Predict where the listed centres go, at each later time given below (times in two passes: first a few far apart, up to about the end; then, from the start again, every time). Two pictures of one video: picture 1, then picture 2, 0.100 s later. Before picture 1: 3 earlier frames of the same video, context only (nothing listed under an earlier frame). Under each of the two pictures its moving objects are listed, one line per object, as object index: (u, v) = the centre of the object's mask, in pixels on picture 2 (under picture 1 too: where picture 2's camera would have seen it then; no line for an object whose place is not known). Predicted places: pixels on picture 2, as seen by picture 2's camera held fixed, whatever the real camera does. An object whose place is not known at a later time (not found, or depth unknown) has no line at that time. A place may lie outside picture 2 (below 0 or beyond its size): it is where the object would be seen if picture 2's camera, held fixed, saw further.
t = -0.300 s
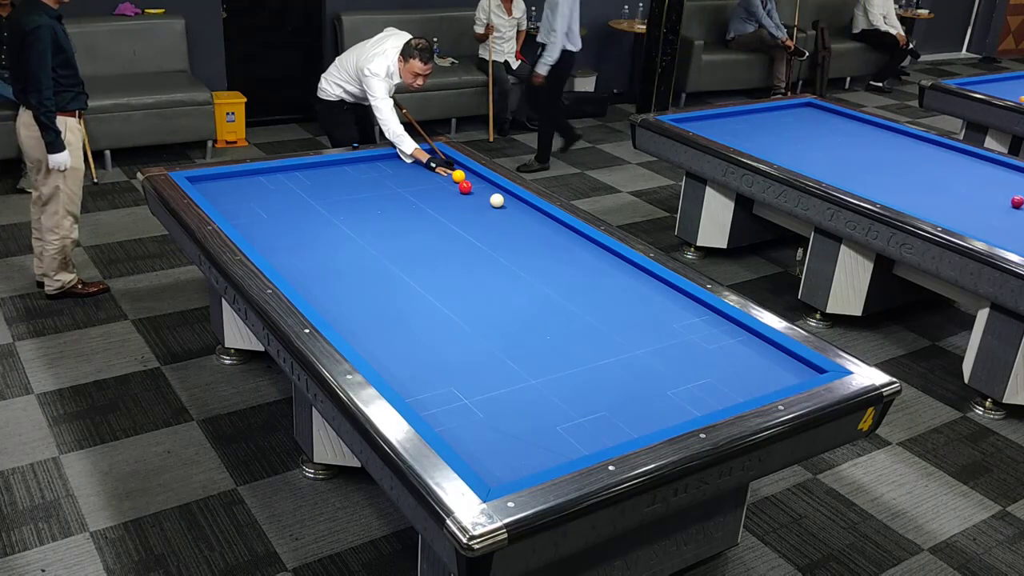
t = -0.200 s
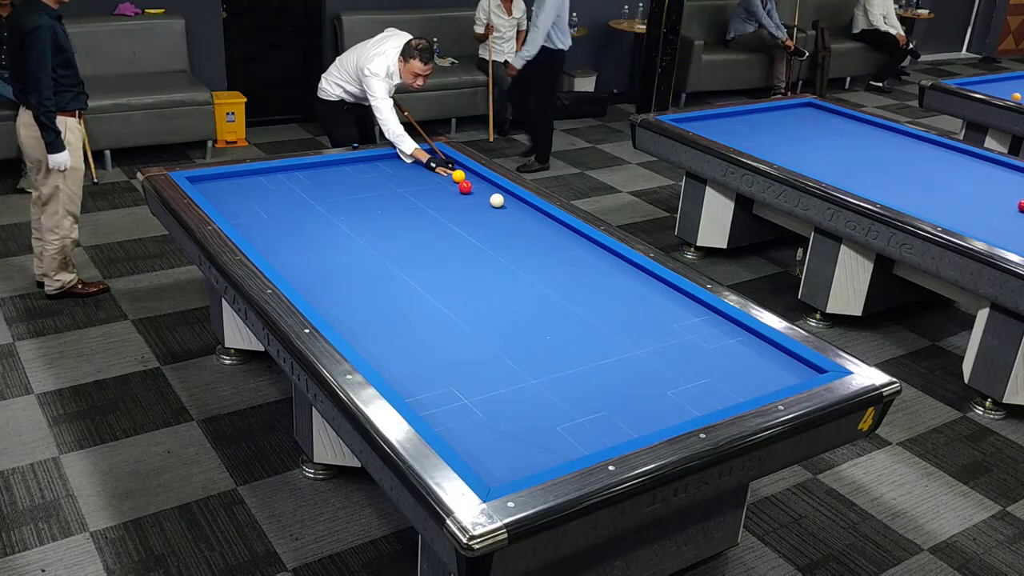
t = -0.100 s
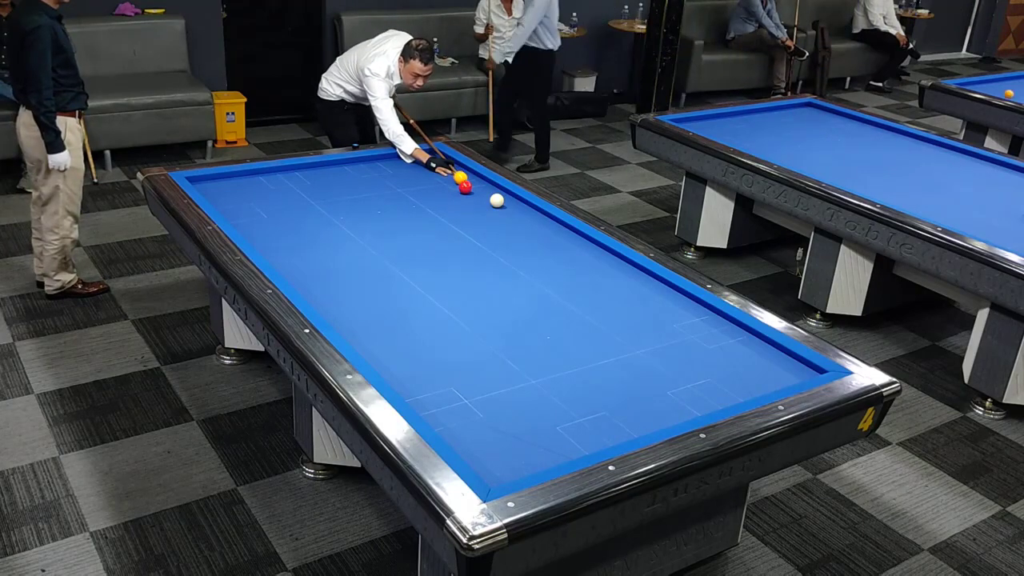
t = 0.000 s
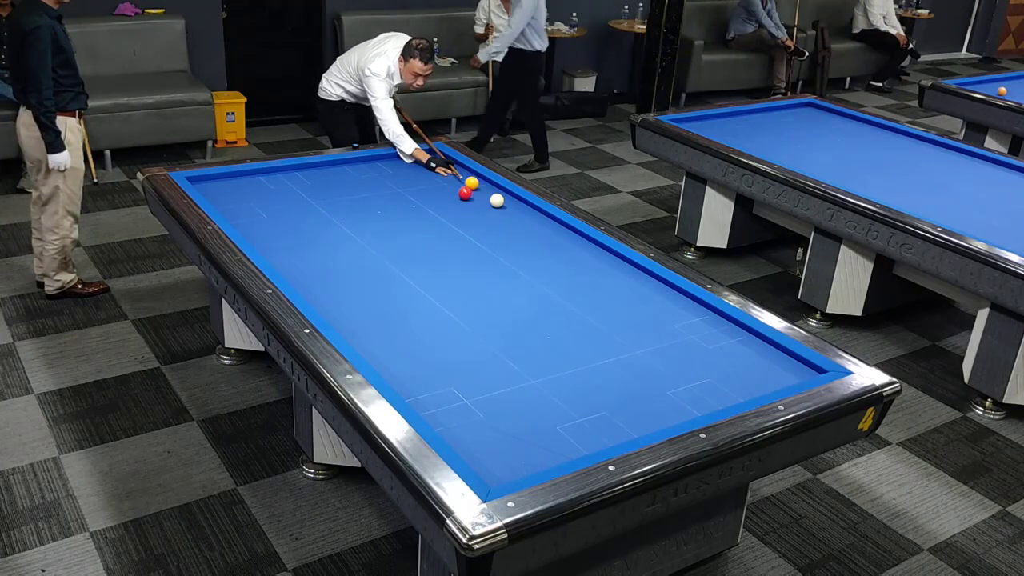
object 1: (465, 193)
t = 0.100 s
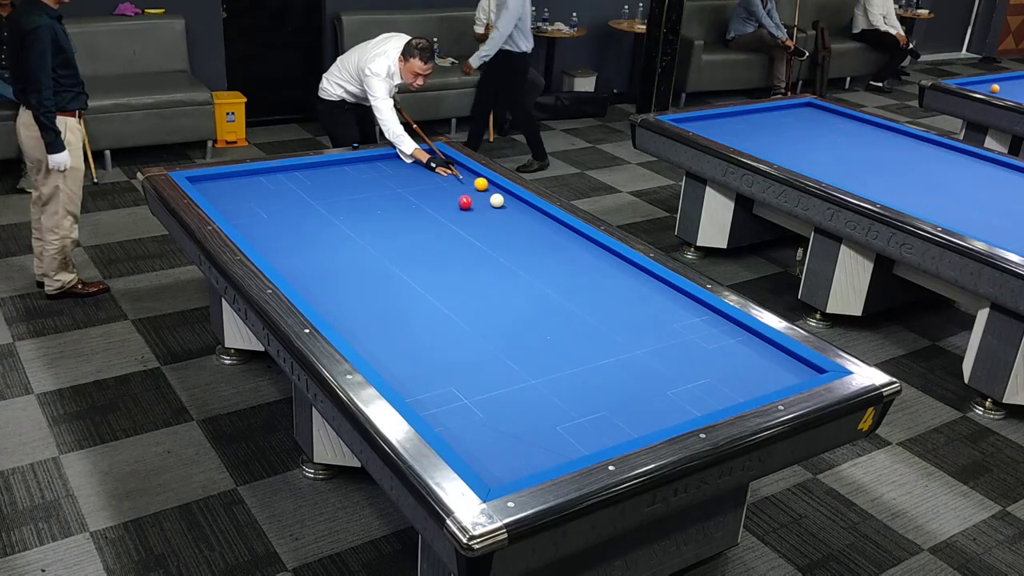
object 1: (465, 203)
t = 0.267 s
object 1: (464, 217)
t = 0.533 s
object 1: (464, 240)
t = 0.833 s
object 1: (463, 270)
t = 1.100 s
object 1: (463, 300)
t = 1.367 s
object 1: (462, 334)
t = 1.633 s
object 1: (461, 372)
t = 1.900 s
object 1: (460, 415)
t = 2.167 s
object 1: (482, 454)
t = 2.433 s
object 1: (518, 462)
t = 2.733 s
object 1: (519, 432)
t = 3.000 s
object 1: (520, 407)
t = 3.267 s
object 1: (521, 387)
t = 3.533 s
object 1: (522, 368)
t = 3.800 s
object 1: (522, 352)
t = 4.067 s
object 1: (523, 337)
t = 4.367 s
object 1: (524, 321)
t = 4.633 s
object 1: (525, 309)
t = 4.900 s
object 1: (525, 297)
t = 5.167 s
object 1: (525, 287)
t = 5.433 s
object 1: (526, 277)
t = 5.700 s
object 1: (527, 268)
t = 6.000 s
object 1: (527, 258)
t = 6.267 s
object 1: (528, 251)
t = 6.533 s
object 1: (529, 243)
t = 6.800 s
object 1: (530, 237)
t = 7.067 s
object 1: (530, 231)
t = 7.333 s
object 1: (531, 225)
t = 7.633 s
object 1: (532, 219)
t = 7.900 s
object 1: (532, 214)
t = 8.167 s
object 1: (533, 210)
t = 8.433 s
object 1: (527, 207)
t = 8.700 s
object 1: (520, 205)
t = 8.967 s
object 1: (517, 204)
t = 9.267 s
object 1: (515, 203)
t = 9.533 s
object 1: (514, 202)
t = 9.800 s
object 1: (512, 202)
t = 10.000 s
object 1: (513, 202)
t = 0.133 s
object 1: (465, 206)
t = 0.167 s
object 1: (464, 209)
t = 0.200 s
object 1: (464, 212)
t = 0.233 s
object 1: (465, 214)
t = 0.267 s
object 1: (464, 217)
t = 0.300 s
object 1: (464, 220)
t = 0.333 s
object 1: (465, 223)
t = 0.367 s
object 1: (464, 226)
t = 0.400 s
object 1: (464, 228)
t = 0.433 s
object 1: (464, 231)
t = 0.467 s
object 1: (464, 234)
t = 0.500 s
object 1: (464, 238)
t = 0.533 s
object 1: (464, 240)
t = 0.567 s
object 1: (464, 244)
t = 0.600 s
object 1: (464, 247)
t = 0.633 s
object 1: (464, 250)
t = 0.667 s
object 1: (464, 253)
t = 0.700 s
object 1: (464, 257)
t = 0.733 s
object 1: (464, 260)
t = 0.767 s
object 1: (464, 264)
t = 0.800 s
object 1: (464, 267)
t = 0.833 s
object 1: (463, 270)
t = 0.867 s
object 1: (463, 274)
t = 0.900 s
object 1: (463, 278)
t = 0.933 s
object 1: (463, 281)
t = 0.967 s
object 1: (463, 285)
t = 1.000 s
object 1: (463, 288)
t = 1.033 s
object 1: (463, 292)
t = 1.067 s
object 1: (463, 296)
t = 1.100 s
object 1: (463, 300)
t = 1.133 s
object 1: (463, 304)
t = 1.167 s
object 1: (463, 308)
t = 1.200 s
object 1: (462, 312)
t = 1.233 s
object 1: (462, 316)
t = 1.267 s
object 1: (462, 321)
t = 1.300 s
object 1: (462, 325)
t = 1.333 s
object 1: (462, 329)
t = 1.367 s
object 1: (462, 334)
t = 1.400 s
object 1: (462, 338)
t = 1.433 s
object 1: (462, 343)
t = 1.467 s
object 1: (462, 347)
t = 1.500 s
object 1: (462, 352)
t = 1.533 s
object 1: (462, 357)
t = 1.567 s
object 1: (462, 362)
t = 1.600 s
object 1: (461, 367)
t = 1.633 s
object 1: (461, 372)
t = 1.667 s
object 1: (461, 377)
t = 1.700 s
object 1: (461, 382)
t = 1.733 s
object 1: (461, 387)
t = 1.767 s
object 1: (461, 393)
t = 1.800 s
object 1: (461, 398)
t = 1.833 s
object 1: (460, 404)
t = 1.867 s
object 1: (460, 410)
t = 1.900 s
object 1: (460, 415)
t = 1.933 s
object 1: (460, 421)
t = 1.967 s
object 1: (460, 428)
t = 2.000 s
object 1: (460, 434)
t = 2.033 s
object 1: (460, 440)
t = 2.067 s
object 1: (461, 445)
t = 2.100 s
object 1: (467, 448)
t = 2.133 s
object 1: (474, 451)
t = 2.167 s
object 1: (482, 454)
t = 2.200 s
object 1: (488, 457)
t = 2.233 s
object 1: (495, 461)
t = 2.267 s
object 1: (502, 463)
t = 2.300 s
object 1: (509, 467)
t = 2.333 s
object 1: (515, 469)
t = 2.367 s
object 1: (518, 468)
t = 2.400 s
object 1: (518, 465)
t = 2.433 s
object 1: (518, 462)
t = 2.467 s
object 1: (518, 458)
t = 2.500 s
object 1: (518, 455)
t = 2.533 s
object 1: (518, 451)
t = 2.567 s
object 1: (518, 448)
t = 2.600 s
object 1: (518, 445)
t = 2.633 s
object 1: (518, 442)
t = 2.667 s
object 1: (518, 438)
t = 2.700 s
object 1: (518, 435)
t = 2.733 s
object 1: (519, 432)
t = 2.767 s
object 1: (519, 429)
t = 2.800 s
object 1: (519, 426)
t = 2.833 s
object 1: (519, 424)
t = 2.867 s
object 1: (519, 418)
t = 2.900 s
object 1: (519, 415)
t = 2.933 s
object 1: (519, 412)
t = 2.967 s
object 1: (519, 409)
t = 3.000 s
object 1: (520, 407)
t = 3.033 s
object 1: (520, 404)
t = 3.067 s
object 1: (520, 402)
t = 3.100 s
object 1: (520, 399)
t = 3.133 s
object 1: (520, 396)
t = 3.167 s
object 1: (520, 394)
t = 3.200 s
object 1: (520, 392)
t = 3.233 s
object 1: (521, 389)
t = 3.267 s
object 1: (521, 387)
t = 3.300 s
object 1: (521, 384)
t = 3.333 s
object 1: (521, 382)
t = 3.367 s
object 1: (521, 380)
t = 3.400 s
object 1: (521, 377)
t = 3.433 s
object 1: (521, 375)
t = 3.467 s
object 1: (521, 373)
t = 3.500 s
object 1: (521, 370)
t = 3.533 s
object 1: (522, 368)
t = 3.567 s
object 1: (522, 366)
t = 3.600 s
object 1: (522, 364)
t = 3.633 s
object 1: (522, 362)
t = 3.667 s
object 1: (522, 360)
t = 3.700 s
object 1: (522, 358)
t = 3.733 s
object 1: (522, 356)
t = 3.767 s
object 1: (522, 354)
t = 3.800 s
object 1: (522, 352)
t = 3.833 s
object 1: (522, 350)
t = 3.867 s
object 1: (522, 348)
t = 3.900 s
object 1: (522, 346)
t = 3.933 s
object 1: (523, 344)
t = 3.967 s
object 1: (523, 342)
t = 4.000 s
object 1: (523, 340)
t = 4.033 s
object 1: (523, 339)
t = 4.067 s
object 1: (523, 337)
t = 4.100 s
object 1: (523, 335)
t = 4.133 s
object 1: (523, 333)
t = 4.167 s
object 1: (523, 331)
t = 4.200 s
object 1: (524, 330)
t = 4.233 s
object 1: (524, 328)
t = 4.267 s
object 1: (524, 326)
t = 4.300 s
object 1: (524, 325)
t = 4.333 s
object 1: (524, 323)
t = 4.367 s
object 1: (524, 321)
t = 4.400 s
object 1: (524, 320)
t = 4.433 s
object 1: (524, 318)
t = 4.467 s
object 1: (524, 317)
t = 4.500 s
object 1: (524, 315)
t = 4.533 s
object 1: (524, 313)
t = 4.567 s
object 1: (524, 312)
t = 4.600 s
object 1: (524, 310)
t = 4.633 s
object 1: (525, 309)
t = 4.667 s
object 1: (525, 307)
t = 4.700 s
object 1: (525, 306)
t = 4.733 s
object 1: (525, 304)
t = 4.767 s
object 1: (525, 303)
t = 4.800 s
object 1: (525, 301)
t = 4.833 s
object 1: (525, 300)
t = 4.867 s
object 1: (525, 299)
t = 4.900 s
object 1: (525, 297)
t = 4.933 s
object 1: (525, 296)
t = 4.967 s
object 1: (525, 294)
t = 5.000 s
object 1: (525, 293)
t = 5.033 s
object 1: (525, 292)
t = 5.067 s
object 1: (525, 291)
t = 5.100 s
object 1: (525, 289)
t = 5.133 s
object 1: (525, 288)
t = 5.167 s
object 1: (525, 287)
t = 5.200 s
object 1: (526, 285)
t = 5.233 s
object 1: (526, 284)
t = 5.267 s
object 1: (526, 283)
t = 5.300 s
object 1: (526, 281)
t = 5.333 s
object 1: (526, 280)
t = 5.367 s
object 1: (526, 279)
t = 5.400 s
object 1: (526, 278)
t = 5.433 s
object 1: (526, 277)
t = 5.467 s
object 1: (526, 276)
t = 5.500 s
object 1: (526, 274)
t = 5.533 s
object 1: (526, 273)
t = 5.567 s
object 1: (526, 272)
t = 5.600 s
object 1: (526, 271)
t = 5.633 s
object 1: (526, 270)
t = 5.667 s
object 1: (527, 269)
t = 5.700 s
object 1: (527, 268)
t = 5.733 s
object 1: (527, 267)
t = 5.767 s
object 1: (527, 266)
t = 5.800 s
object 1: (527, 265)
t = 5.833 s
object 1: (527, 264)
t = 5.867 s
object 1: (527, 262)
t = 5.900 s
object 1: (527, 261)
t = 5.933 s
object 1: (527, 260)
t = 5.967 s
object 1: (527, 259)
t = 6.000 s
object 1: (527, 258)
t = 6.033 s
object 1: (527, 257)
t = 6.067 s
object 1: (528, 256)
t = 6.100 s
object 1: (528, 256)
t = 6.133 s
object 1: (528, 254)
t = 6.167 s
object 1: (528, 253)
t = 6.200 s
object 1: (528, 253)
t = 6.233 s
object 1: (528, 252)
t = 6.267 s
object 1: (528, 251)
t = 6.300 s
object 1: (528, 250)
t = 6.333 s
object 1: (528, 249)
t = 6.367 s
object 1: (528, 248)
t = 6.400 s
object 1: (528, 247)
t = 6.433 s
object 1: (529, 246)
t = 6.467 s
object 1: (529, 245)
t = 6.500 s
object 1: (529, 244)
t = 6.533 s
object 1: (529, 243)
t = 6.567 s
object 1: (529, 243)
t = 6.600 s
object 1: (529, 242)
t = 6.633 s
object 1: (529, 241)
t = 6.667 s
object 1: (529, 240)
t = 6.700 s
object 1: (529, 239)
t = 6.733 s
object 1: (530, 238)
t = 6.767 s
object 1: (530, 238)
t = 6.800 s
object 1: (530, 237)
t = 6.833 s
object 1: (530, 236)
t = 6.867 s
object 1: (530, 235)
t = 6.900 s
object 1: (530, 235)
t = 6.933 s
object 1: (530, 234)
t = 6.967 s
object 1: (530, 233)
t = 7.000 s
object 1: (530, 232)
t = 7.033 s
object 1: (530, 231)
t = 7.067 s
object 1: (530, 231)
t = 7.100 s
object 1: (531, 230)
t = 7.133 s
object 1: (531, 229)
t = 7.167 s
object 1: (531, 229)
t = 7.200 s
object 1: (531, 228)
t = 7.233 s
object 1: (531, 227)
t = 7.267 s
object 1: (531, 227)
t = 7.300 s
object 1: (531, 226)
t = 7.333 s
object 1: (531, 225)
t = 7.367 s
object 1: (531, 225)
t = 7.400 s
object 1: (531, 224)
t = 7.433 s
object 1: (531, 223)
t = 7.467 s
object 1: (532, 223)
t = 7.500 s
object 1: (532, 222)
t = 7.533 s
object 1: (532, 221)
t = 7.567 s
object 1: (532, 220)
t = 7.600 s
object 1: (532, 220)
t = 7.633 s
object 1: (532, 219)
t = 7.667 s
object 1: (532, 219)
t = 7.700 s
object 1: (532, 218)
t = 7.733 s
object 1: (532, 217)
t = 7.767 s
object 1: (532, 217)
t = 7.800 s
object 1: (532, 216)
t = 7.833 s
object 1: (532, 216)
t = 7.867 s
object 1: (532, 215)
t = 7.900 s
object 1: (532, 214)
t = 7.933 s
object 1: (533, 214)
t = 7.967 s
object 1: (532, 213)
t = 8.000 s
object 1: (532, 213)
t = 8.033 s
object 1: (532, 212)
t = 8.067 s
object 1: (533, 212)
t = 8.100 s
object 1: (533, 211)
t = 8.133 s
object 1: (533, 211)
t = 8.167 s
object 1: (533, 210)
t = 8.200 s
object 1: (533, 209)
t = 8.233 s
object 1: (533, 209)
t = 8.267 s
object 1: (532, 209)
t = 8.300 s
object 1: (532, 208)
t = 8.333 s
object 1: (531, 208)
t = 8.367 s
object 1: (530, 208)
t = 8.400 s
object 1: (528, 207)
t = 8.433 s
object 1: (527, 207)
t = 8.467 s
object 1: (526, 207)
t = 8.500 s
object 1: (525, 206)
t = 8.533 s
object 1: (525, 206)
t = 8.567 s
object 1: (523, 206)
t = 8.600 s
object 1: (523, 206)
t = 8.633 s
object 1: (522, 206)
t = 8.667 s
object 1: (521, 205)
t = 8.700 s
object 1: (520, 205)
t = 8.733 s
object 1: (519, 205)
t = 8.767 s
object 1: (519, 205)
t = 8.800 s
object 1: (518, 205)
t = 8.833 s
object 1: (518, 204)
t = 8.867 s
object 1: (518, 204)
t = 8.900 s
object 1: (518, 204)
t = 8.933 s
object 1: (518, 204)
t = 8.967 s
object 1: (517, 204)
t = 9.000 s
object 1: (517, 204)
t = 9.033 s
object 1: (517, 204)
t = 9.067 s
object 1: (517, 203)
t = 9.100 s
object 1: (516, 203)
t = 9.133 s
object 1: (516, 203)
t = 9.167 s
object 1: (516, 203)
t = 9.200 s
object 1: (516, 203)
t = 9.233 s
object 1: (515, 203)
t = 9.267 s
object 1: (515, 203)
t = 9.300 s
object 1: (515, 203)
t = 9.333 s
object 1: (515, 203)
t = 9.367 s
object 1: (515, 203)
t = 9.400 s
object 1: (515, 202)
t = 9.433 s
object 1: (514, 203)
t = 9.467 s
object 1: (514, 203)
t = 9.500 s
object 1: (514, 203)
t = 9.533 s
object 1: (514, 202)
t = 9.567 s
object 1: (514, 202)
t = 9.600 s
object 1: (513, 202)
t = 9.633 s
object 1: (513, 202)
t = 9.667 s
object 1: (513, 202)
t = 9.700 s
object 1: (513, 202)
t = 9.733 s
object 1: (513, 202)
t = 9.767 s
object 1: (513, 202)
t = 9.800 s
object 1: (512, 202)
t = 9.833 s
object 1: (513, 202)
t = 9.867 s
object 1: (513, 202)
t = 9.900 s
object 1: (512, 202)
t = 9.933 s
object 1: (513, 202)
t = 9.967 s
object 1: (513, 202)
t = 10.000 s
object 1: (513, 202)
